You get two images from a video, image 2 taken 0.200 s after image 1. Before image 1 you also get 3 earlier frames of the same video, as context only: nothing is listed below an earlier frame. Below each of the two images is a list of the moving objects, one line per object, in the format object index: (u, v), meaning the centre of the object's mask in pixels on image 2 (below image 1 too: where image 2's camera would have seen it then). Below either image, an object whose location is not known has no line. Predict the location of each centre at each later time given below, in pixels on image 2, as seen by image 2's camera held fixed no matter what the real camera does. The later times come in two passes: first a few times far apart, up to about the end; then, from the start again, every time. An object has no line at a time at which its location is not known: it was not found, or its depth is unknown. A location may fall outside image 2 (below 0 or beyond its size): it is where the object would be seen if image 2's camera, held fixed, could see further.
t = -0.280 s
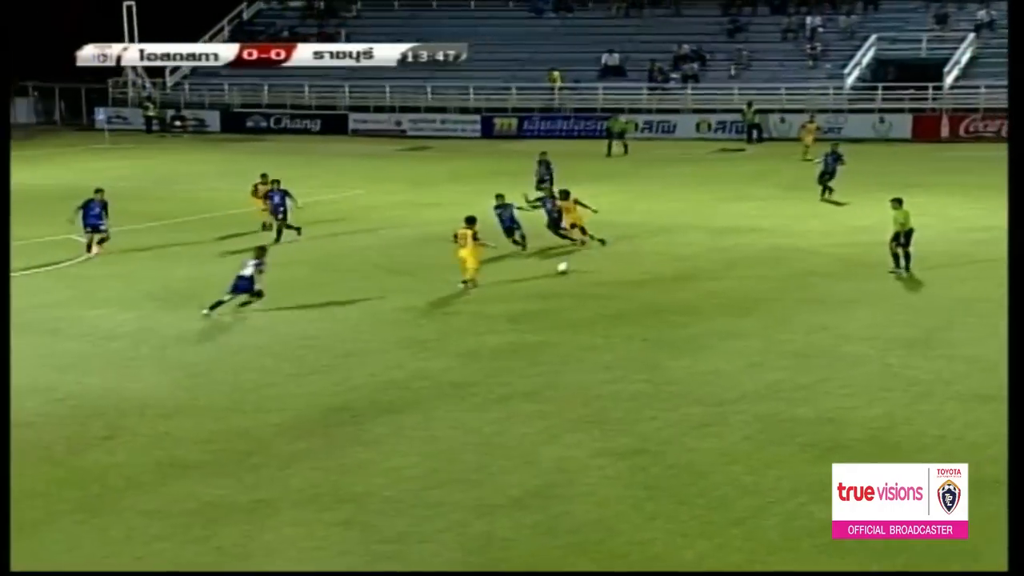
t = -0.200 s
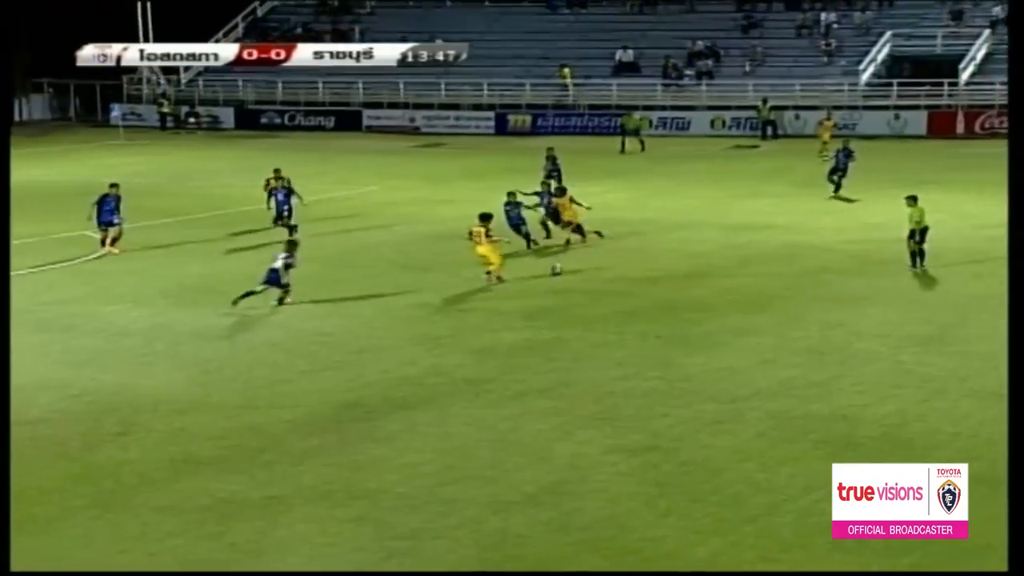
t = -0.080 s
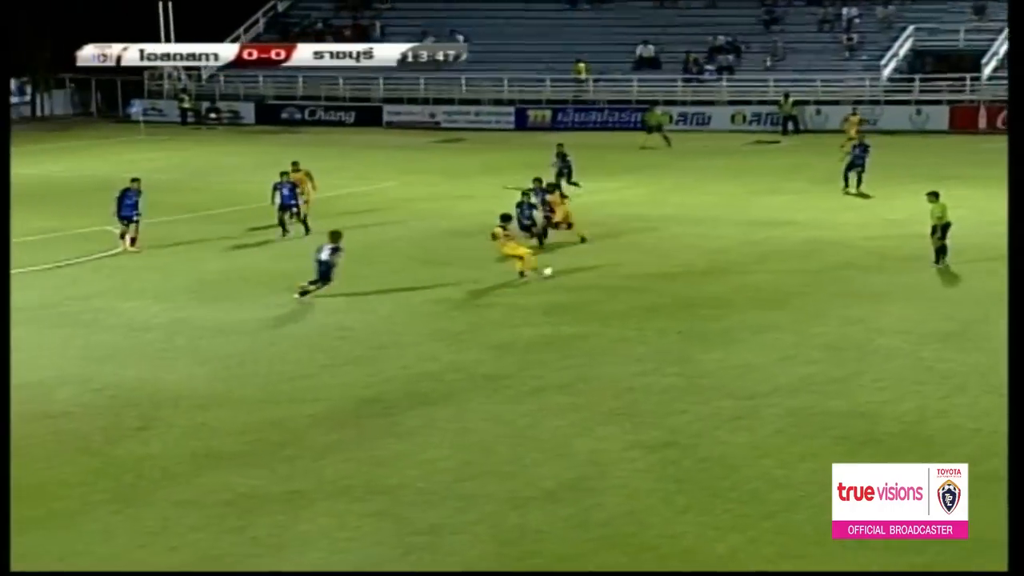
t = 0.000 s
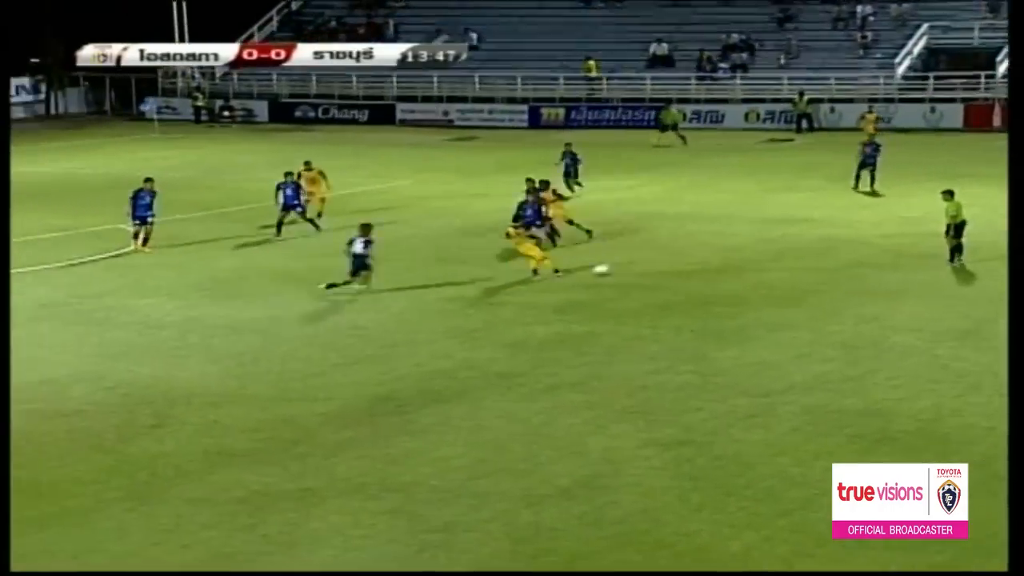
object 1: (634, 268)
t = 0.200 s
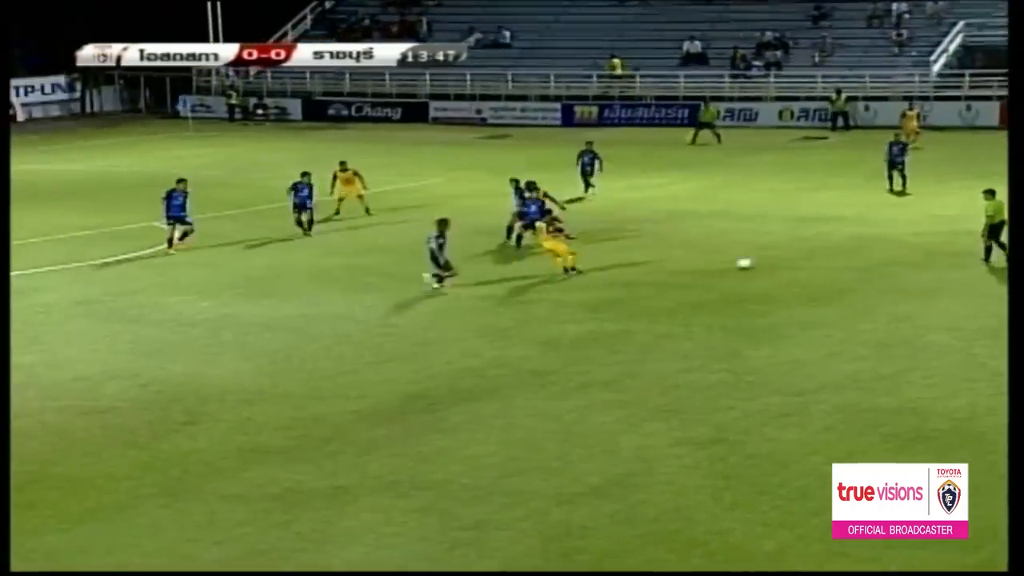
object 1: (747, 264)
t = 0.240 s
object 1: (766, 263)
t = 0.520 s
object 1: (891, 260)
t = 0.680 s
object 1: (952, 259)
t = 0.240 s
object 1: (766, 263)
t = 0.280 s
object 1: (785, 263)
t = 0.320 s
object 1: (803, 262)
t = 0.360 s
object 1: (821, 262)
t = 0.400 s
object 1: (840, 261)
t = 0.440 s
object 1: (857, 260)
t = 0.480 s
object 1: (874, 260)
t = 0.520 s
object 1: (891, 260)
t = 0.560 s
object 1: (907, 260)
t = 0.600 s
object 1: (922, 259)
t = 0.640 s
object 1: (937, 259)
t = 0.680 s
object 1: (952, 259)
